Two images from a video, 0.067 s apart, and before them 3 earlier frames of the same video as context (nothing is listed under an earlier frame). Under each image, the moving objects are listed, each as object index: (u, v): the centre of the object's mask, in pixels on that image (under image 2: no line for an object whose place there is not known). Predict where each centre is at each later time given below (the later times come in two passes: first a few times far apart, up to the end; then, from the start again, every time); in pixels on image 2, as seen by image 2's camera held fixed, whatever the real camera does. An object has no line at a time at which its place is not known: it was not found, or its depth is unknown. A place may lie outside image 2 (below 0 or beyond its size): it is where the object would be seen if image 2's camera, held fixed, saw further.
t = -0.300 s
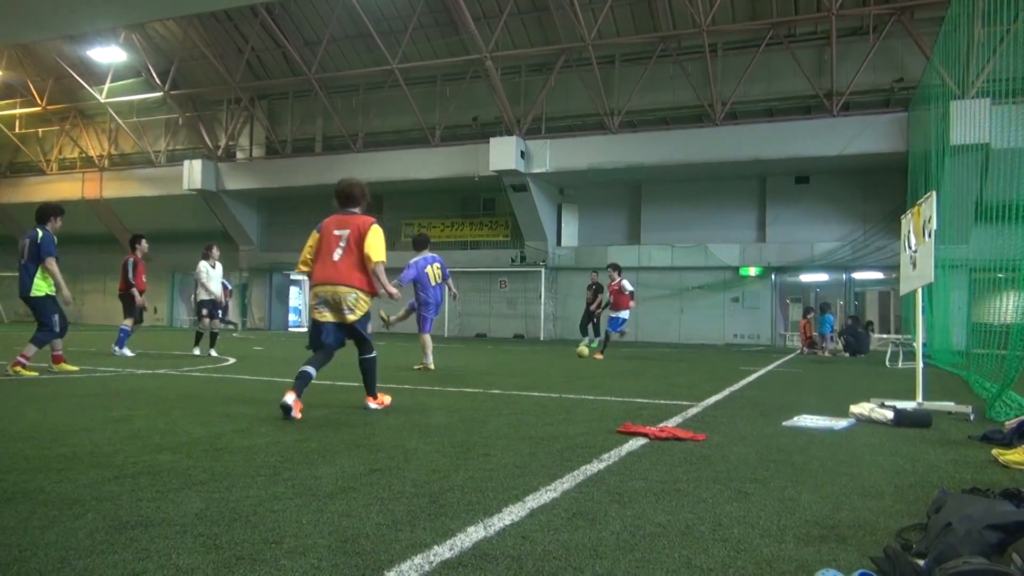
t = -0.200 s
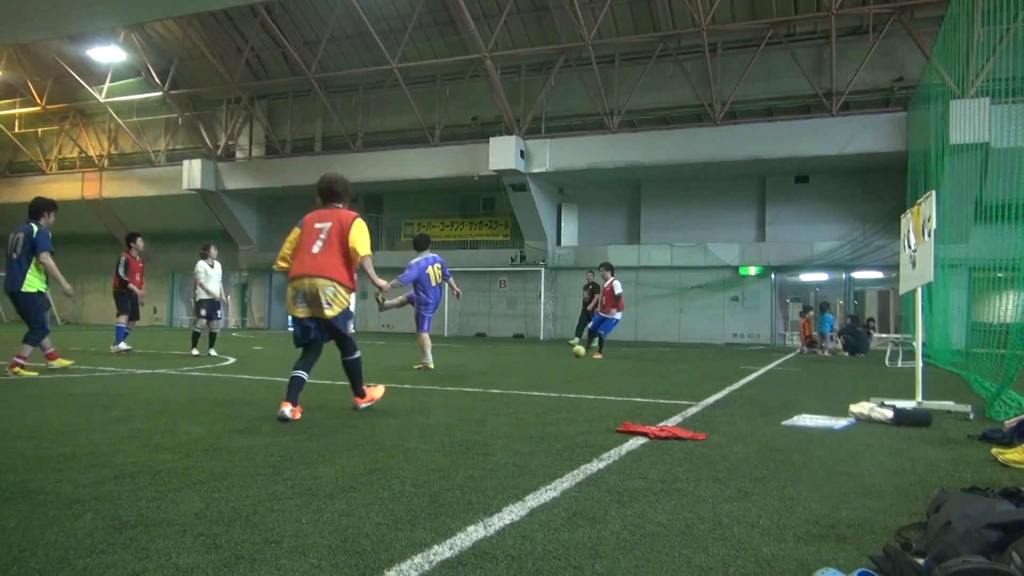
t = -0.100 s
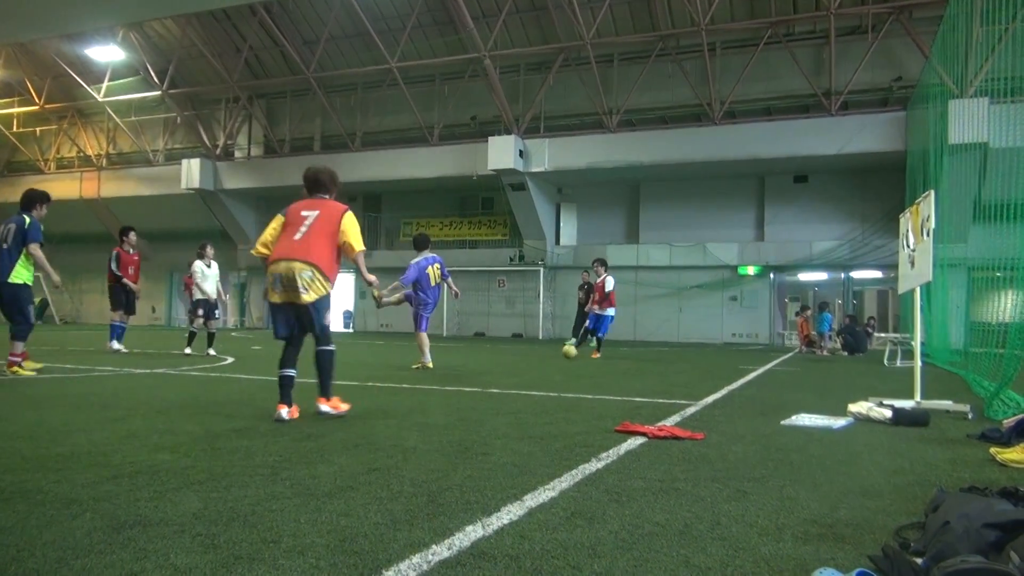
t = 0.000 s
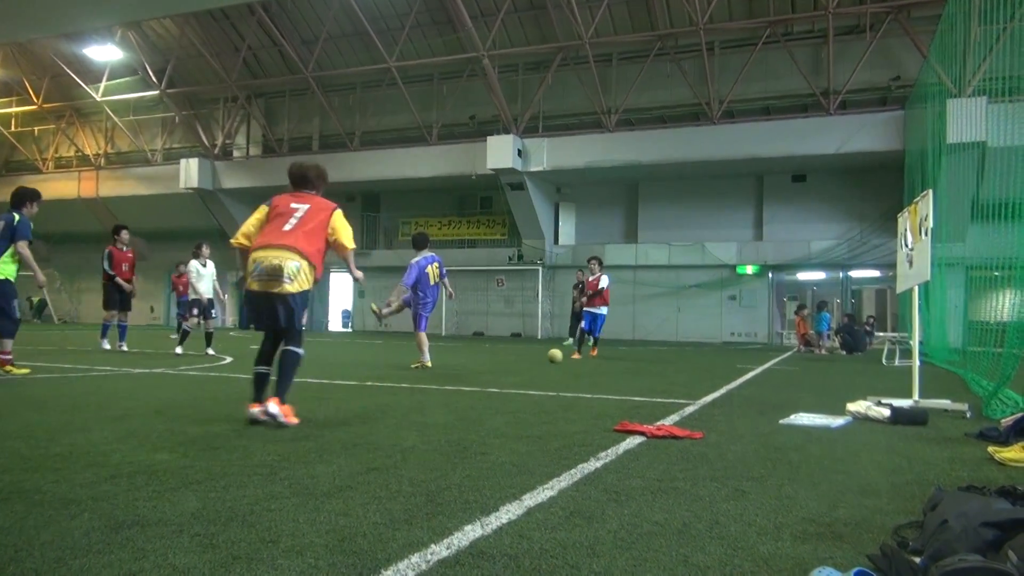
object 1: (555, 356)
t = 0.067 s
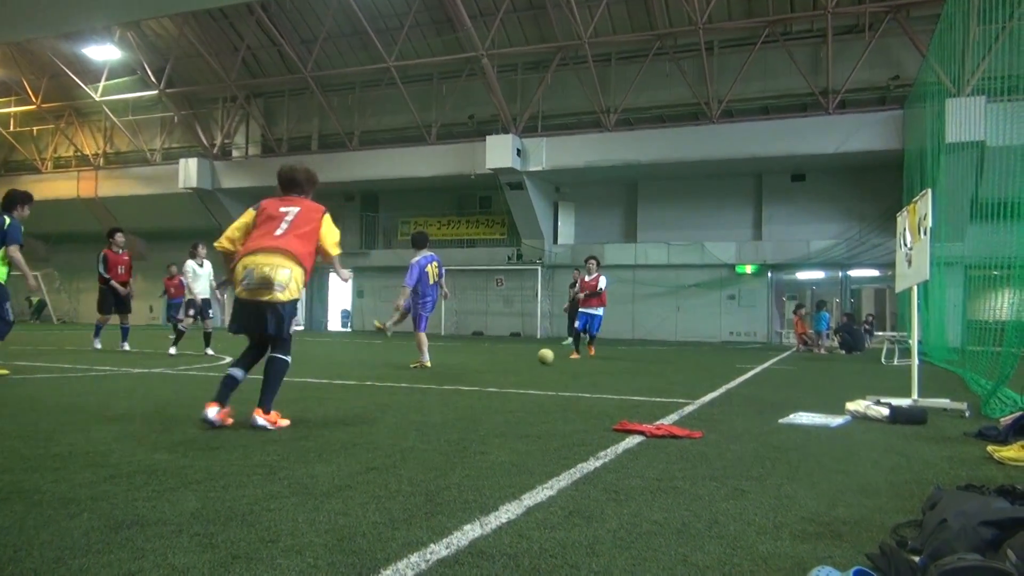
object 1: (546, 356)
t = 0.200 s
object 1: (526, 361)
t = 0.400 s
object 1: (491, 371)
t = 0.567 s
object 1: (455, 383)
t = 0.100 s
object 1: (541, 358)
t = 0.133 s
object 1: (536, 360)
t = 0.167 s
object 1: (531, 362)
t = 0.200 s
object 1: (526, 361)
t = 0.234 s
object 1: (521, 361)
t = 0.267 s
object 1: (515, 363)
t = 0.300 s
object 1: (510, 366)
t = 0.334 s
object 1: (503, 370)
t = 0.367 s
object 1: (497, 370)
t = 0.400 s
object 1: (491, 371)
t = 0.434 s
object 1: (485, 373)
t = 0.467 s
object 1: (478, 377)
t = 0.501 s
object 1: (470, 380)
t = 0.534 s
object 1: (463, 381)
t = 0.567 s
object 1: (455, 383)
